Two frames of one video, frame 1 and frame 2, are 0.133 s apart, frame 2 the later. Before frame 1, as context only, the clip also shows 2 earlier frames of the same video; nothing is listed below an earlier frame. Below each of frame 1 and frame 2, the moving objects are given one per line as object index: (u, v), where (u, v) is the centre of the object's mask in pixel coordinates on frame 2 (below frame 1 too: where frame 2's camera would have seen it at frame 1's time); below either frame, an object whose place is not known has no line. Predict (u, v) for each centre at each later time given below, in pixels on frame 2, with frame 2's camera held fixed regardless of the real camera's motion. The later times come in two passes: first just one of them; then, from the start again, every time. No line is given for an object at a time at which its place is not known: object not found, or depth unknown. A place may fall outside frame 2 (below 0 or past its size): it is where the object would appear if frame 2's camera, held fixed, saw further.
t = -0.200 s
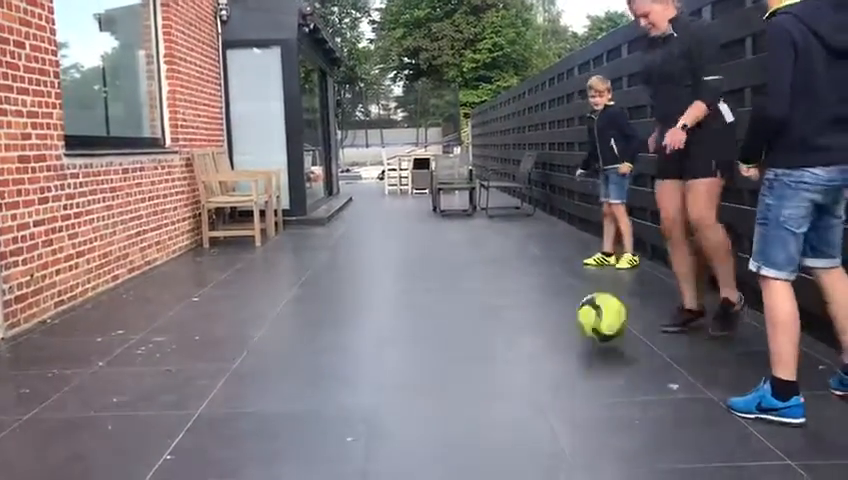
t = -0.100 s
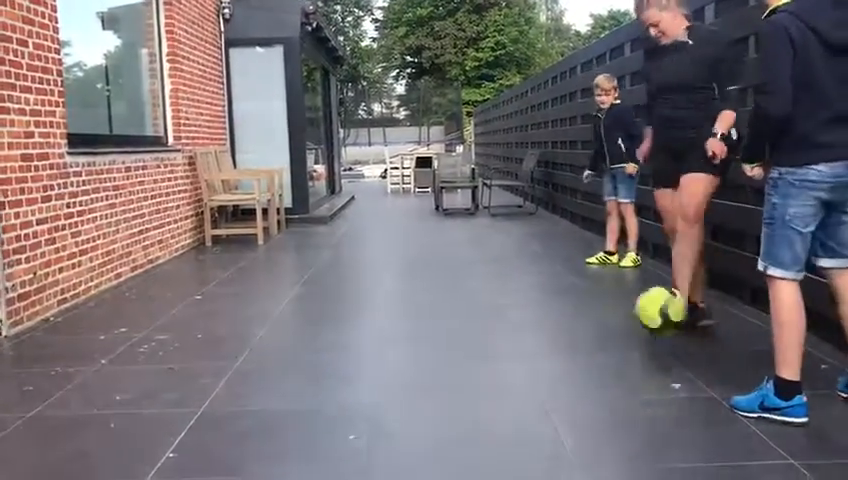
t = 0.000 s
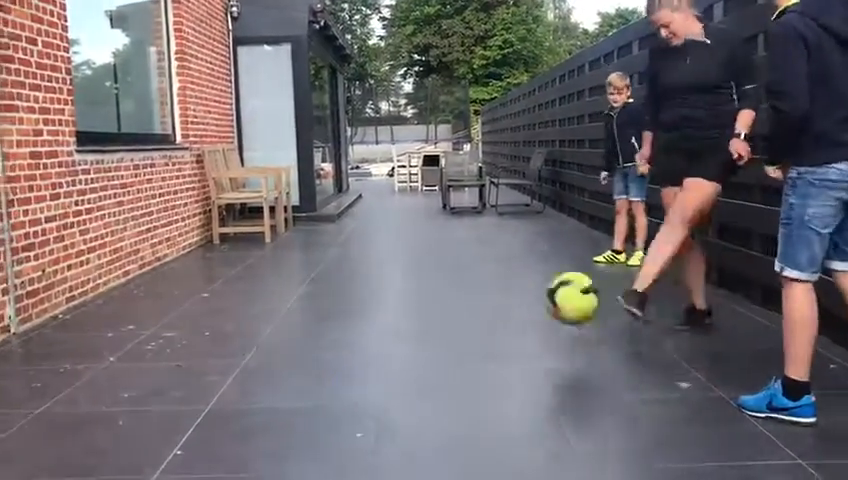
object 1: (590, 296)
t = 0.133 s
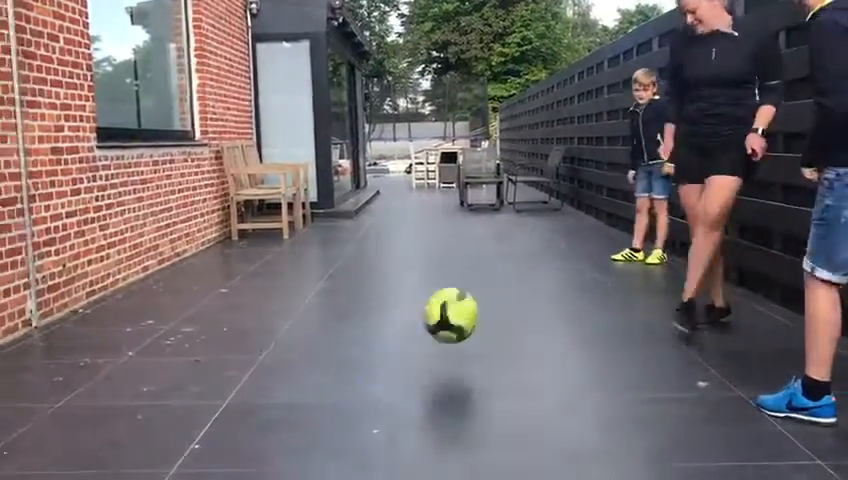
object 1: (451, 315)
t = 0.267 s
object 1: (319, 342)
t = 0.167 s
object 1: (415, 327)
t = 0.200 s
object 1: (378, 342)
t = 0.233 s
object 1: (344, 350)
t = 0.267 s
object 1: (319, 342)
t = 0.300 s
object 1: (294, 337)
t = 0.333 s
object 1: (268, 335)
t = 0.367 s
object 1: (242, 336)
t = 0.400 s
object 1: (216, 339)
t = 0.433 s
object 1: (189, 345)
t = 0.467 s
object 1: (161, 354)
